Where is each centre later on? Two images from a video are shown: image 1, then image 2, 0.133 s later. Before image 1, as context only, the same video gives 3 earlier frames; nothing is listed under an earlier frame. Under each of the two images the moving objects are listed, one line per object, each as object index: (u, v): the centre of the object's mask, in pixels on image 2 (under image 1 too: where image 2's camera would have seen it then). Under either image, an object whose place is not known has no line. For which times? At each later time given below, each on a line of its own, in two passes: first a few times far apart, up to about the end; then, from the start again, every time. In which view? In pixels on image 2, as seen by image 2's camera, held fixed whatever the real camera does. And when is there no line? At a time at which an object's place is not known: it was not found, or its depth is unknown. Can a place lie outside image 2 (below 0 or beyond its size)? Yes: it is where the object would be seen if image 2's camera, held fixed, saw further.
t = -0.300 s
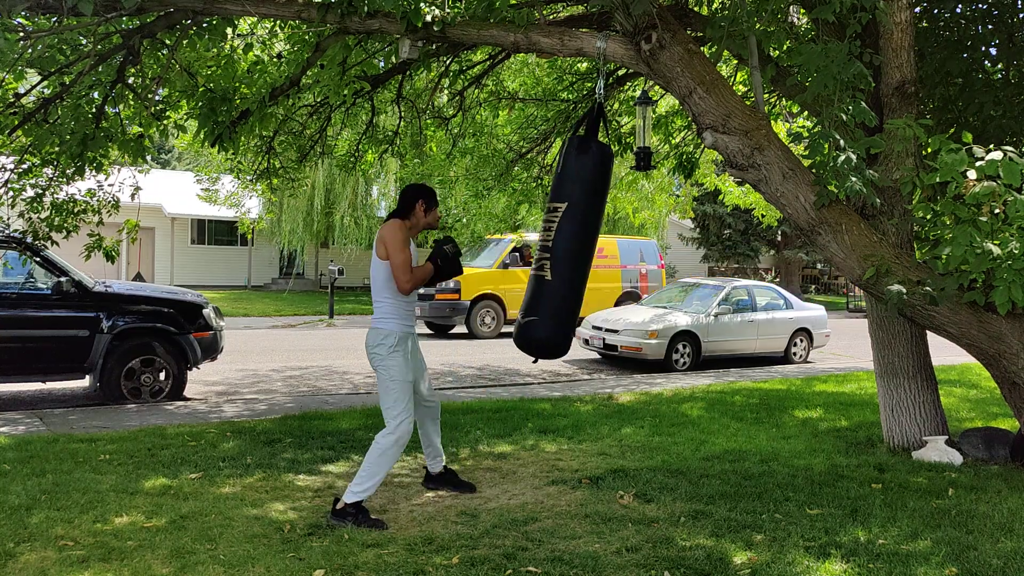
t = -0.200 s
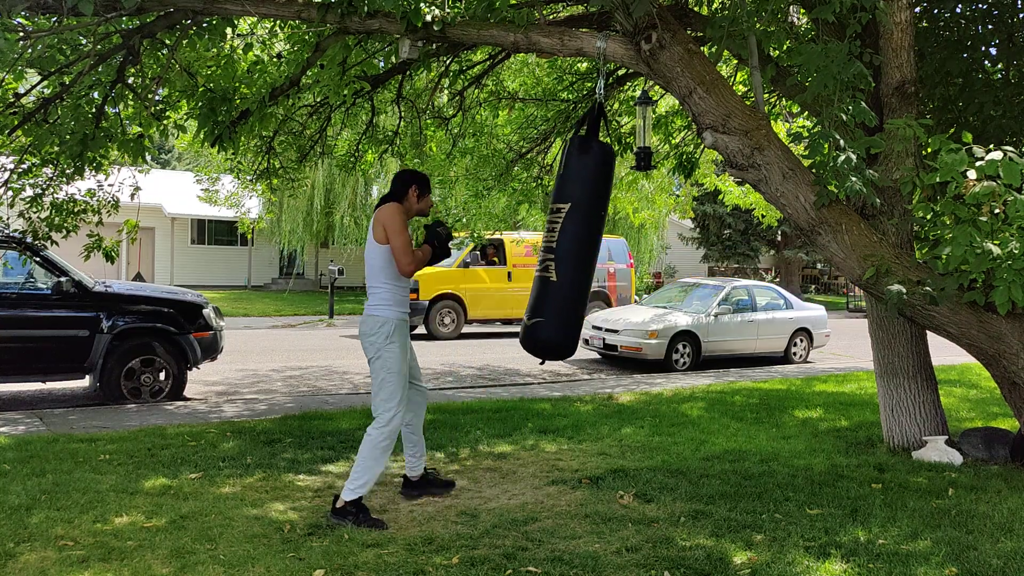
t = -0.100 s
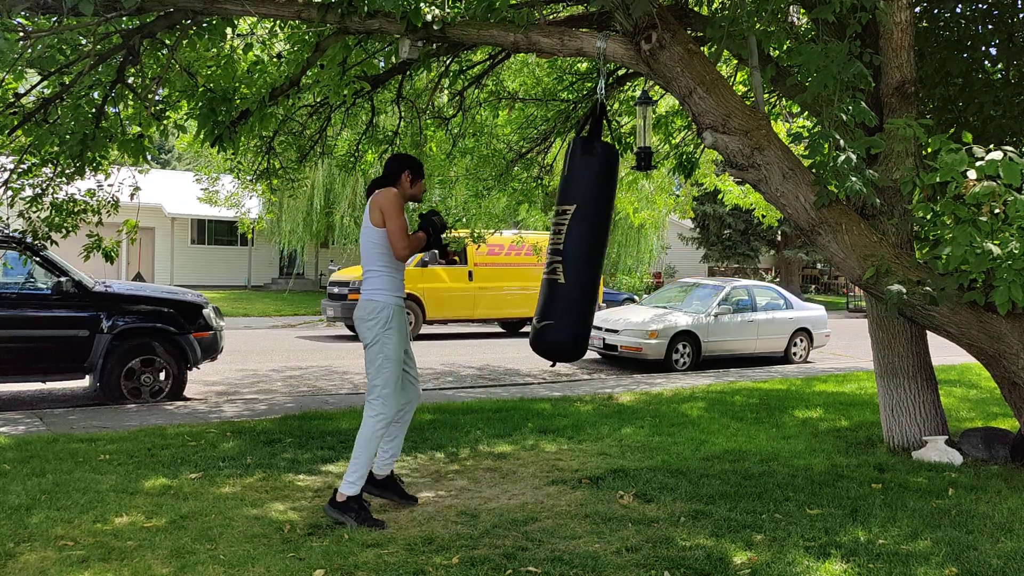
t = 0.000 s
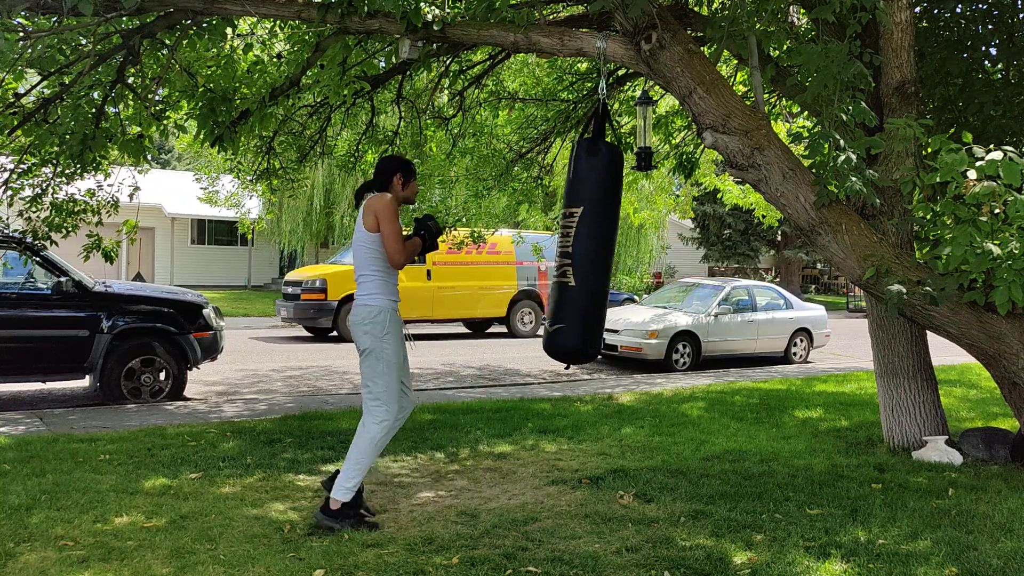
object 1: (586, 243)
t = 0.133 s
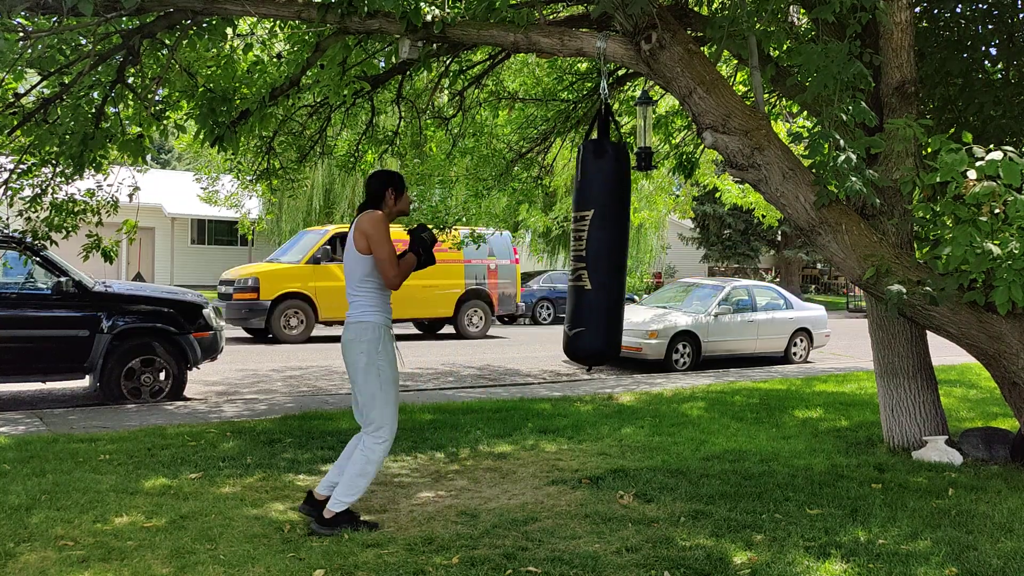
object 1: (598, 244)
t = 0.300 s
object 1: (615, 245)
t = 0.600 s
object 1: (634, 241)
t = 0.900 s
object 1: (632, 240)
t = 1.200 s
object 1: (611, 243)
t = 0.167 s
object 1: (602, 245)
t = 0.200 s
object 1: (605, 246)
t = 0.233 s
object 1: (608, 244)
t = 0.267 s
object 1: (611, 246)
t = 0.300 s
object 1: (615, 245)
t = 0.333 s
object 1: (618, 245)
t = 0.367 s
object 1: (620, 244)
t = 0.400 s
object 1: (623, 244)
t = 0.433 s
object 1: (625, 243)
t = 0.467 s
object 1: (628, 242)
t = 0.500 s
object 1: (630, 241)
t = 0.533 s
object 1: (631, 240)
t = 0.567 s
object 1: (633, 241)
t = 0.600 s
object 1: (634, 241)
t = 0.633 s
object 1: (635, 241)
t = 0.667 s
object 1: (635, 239)
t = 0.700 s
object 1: (636, 239)
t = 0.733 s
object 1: (636, 239)
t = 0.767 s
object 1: (636, 239)
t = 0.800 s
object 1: (635, 239)
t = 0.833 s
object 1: (635, 239)
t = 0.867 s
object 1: (634, 239)
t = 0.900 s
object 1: (632, 240)
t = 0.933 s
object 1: (631, 240)
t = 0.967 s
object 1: (629, 240)
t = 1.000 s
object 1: (627, 240)
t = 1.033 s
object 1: (625, 241)
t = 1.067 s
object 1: (622, 241)
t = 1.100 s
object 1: (620, 241)
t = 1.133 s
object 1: (617, 243)
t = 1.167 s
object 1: (614, 243)
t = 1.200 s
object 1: (611, 243)
